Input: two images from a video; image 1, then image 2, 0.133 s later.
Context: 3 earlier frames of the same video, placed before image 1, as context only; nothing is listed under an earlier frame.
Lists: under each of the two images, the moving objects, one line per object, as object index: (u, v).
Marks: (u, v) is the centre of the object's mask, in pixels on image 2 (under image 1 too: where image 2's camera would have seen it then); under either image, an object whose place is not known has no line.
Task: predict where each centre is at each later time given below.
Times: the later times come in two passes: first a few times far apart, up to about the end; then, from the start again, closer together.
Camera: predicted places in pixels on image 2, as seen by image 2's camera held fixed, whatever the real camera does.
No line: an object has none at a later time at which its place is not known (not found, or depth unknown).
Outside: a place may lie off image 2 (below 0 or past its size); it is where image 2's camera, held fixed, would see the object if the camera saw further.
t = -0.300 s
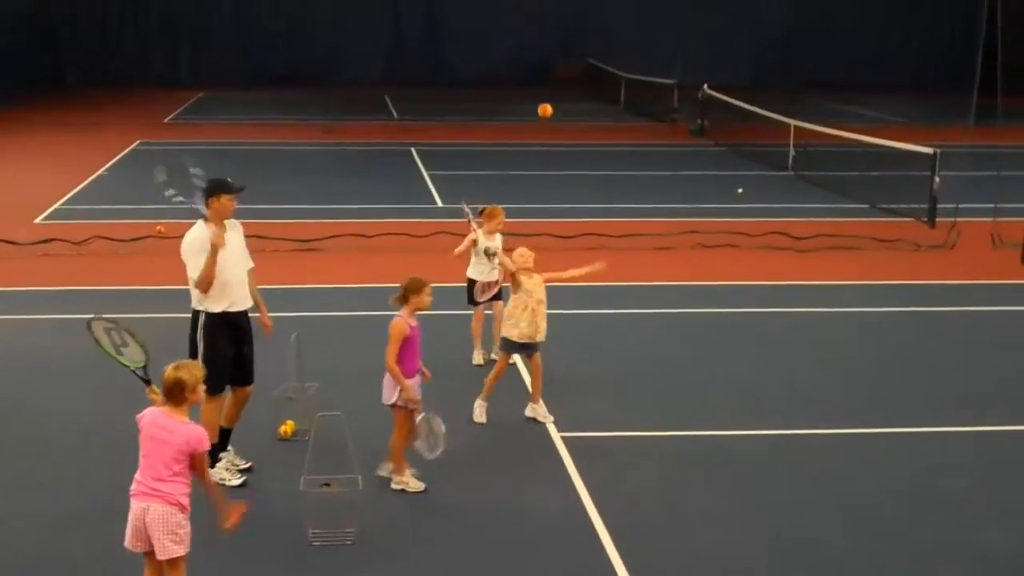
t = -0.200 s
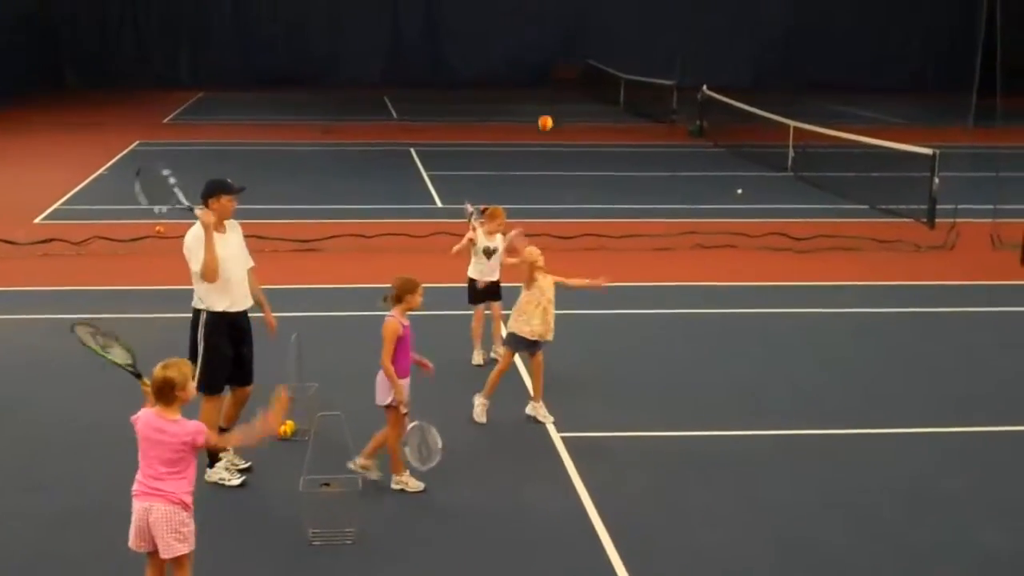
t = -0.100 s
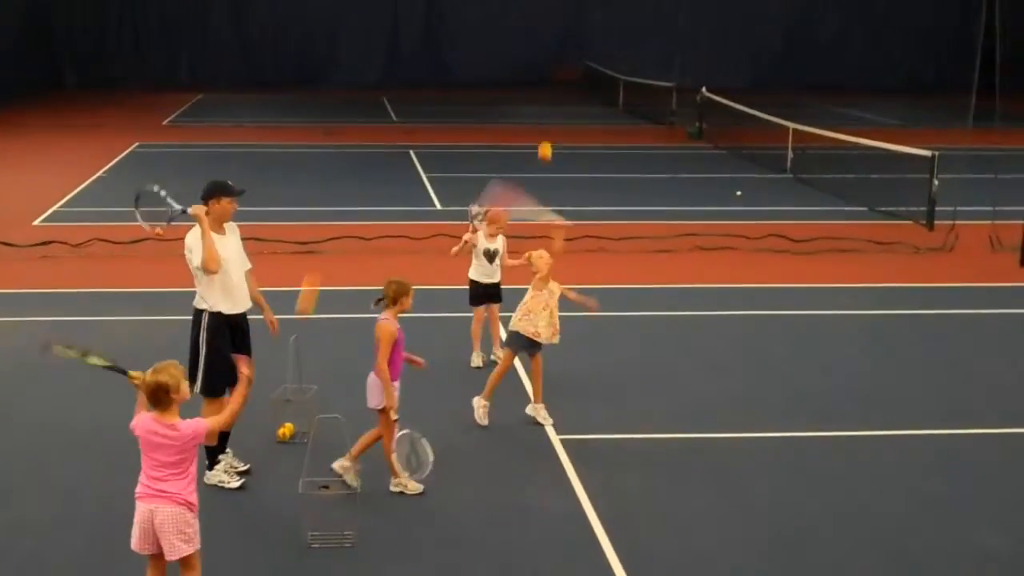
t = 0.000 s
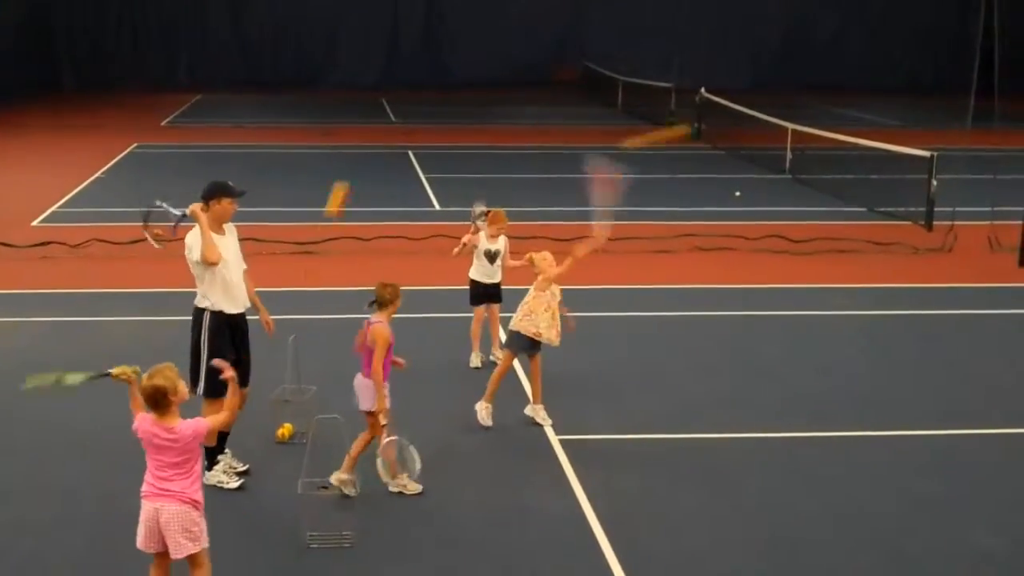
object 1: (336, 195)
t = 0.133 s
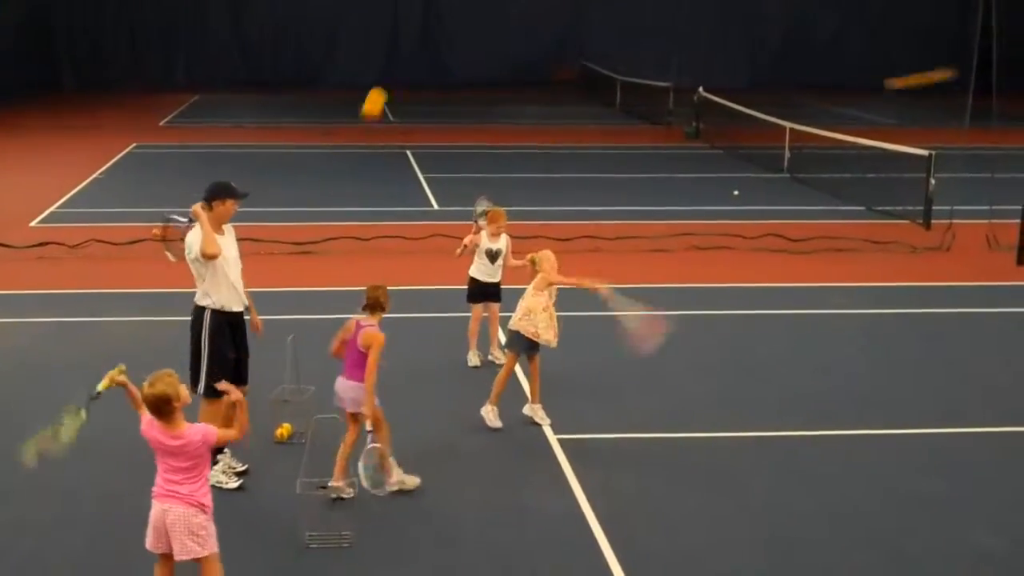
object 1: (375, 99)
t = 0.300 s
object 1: (424, 31)
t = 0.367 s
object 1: (442, 21)
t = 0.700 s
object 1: (535, 100)
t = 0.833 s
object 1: (568, 191)
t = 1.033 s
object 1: (611, 387)
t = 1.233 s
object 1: (645, 556)
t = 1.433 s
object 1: (675, 419)
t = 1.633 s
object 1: (701, 356)
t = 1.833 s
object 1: (724, 364)
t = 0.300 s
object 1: (424, 31)
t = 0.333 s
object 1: (433, 25)
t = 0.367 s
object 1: (442, 21)
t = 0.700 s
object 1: (535, 100)
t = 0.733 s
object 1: (543, 120)
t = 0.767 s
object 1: (551, 141)
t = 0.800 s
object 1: (559, 165)
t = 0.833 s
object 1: (568, 191)
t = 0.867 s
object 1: (576, 221)
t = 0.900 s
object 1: (583, 255)
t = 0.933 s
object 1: (591, 284)
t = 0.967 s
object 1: (598, 317)
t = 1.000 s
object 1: (604, 349)
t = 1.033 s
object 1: (611, 387)
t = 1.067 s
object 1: (617, 424)
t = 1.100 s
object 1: (624, 464)
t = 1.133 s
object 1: (629, 506)
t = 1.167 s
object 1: (633, 549)
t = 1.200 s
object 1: (640, 580)
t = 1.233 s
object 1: (645, 556)
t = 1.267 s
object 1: (650, 528)
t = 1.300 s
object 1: (655, 503)
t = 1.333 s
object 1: (660, 478)
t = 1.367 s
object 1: (665, 457)
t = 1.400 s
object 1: (670, 438)
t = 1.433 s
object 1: (675, 419)
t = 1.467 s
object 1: (680, 403)
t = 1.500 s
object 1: (685, 390)
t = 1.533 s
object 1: (689, 378)
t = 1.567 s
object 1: (693, 369)
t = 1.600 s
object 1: (697, 362)
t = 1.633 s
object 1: (701, 356)
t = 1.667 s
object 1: (705, 352)
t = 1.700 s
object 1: (708, 350)
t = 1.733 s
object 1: (713, 351)
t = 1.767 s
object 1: (716, 353)
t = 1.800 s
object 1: (720, 357)
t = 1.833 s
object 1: (724, 364)
